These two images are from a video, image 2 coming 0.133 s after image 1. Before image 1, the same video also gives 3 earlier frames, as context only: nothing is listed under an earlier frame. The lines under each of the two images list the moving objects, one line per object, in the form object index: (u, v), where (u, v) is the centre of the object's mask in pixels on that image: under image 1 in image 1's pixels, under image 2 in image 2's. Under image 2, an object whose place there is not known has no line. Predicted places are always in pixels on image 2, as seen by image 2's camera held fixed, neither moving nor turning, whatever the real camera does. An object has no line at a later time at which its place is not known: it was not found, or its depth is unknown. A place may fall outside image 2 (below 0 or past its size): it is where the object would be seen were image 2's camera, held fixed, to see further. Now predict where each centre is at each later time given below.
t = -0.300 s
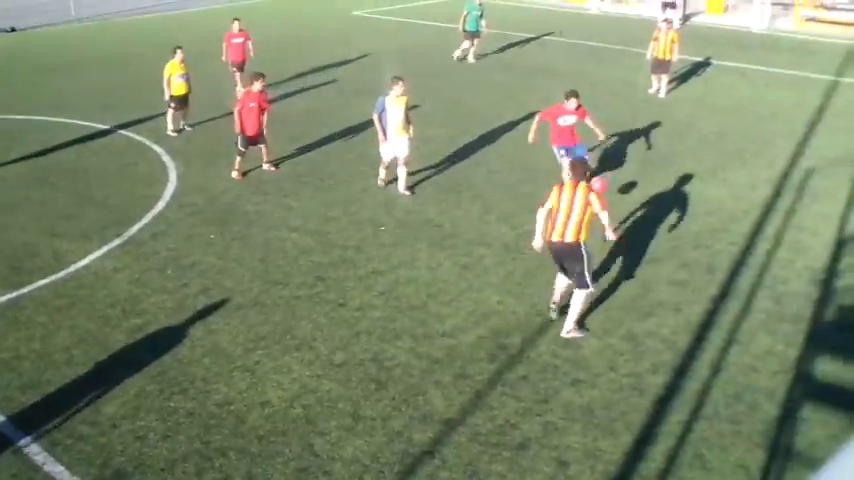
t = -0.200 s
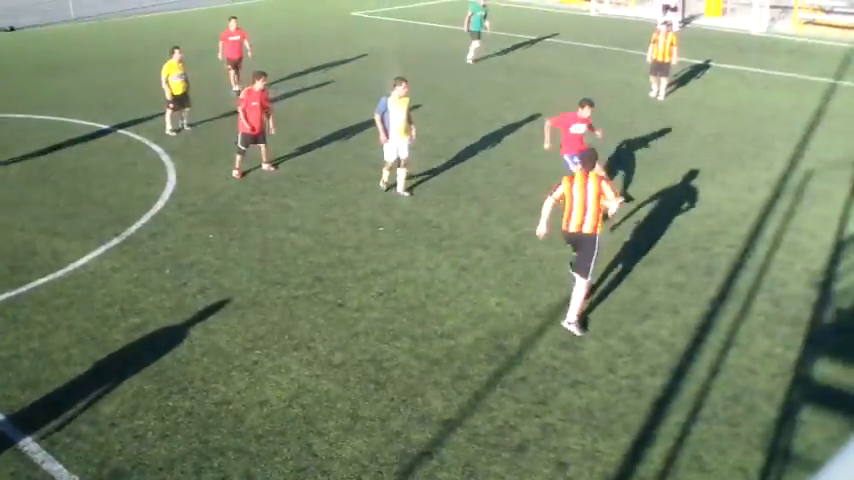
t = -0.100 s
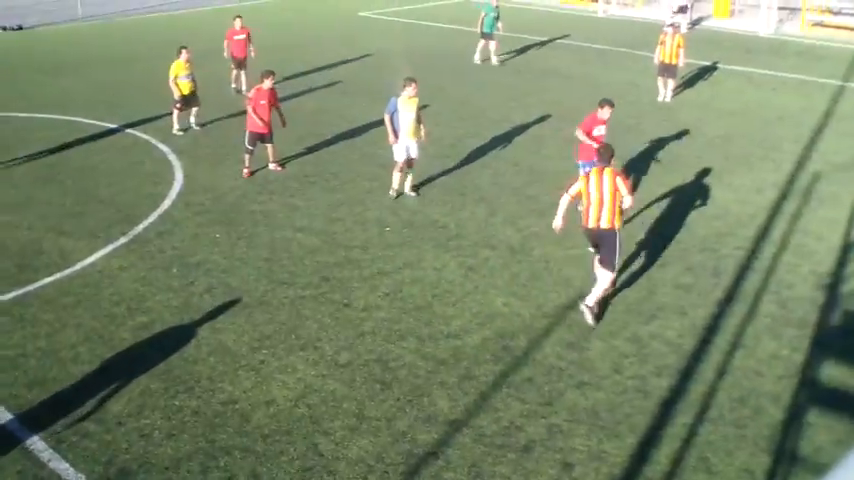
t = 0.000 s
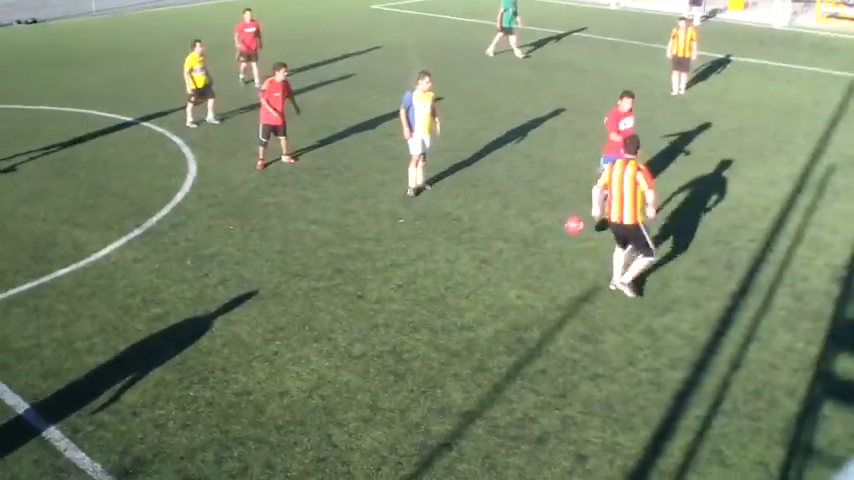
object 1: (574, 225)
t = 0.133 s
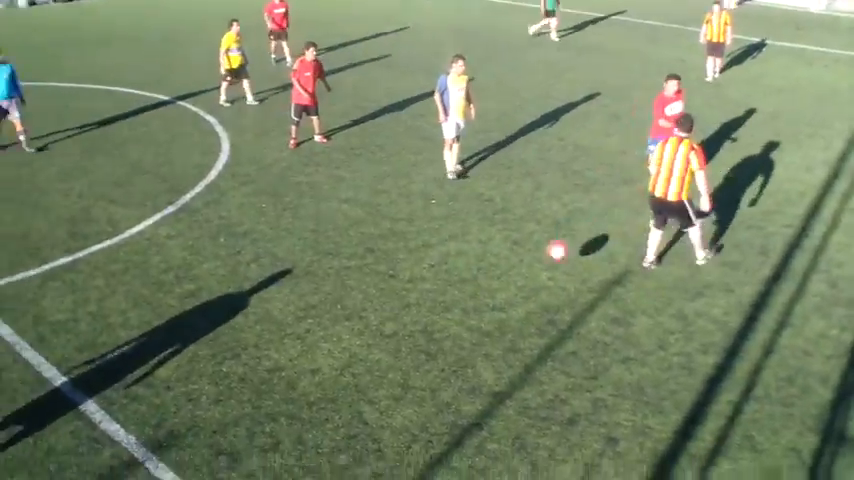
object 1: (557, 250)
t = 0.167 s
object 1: (543, 265)
